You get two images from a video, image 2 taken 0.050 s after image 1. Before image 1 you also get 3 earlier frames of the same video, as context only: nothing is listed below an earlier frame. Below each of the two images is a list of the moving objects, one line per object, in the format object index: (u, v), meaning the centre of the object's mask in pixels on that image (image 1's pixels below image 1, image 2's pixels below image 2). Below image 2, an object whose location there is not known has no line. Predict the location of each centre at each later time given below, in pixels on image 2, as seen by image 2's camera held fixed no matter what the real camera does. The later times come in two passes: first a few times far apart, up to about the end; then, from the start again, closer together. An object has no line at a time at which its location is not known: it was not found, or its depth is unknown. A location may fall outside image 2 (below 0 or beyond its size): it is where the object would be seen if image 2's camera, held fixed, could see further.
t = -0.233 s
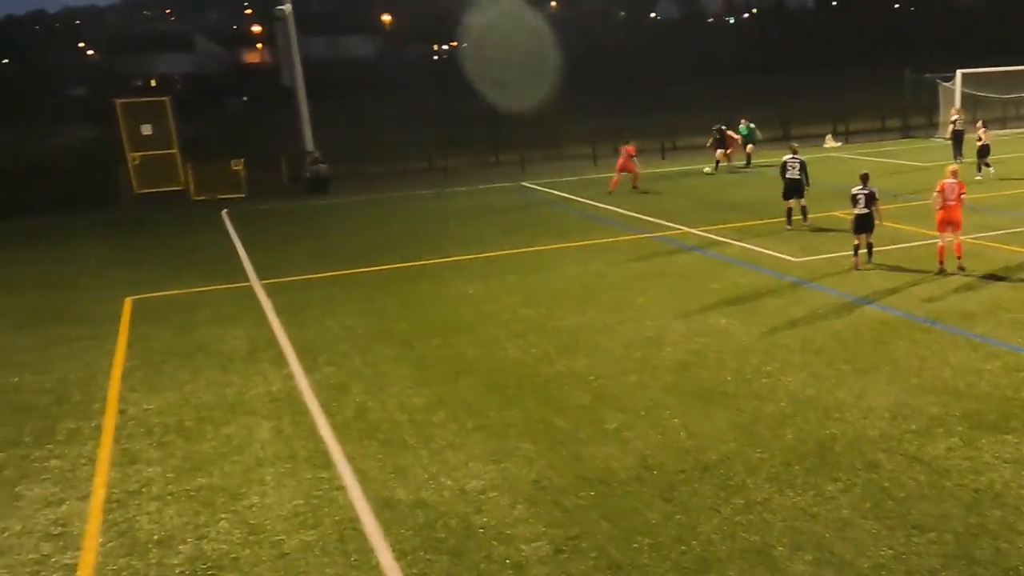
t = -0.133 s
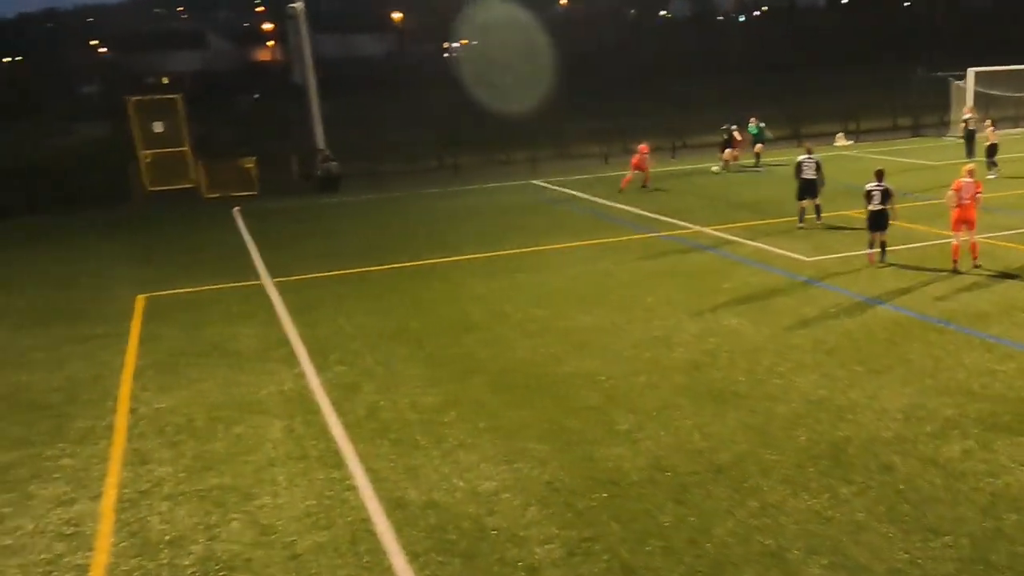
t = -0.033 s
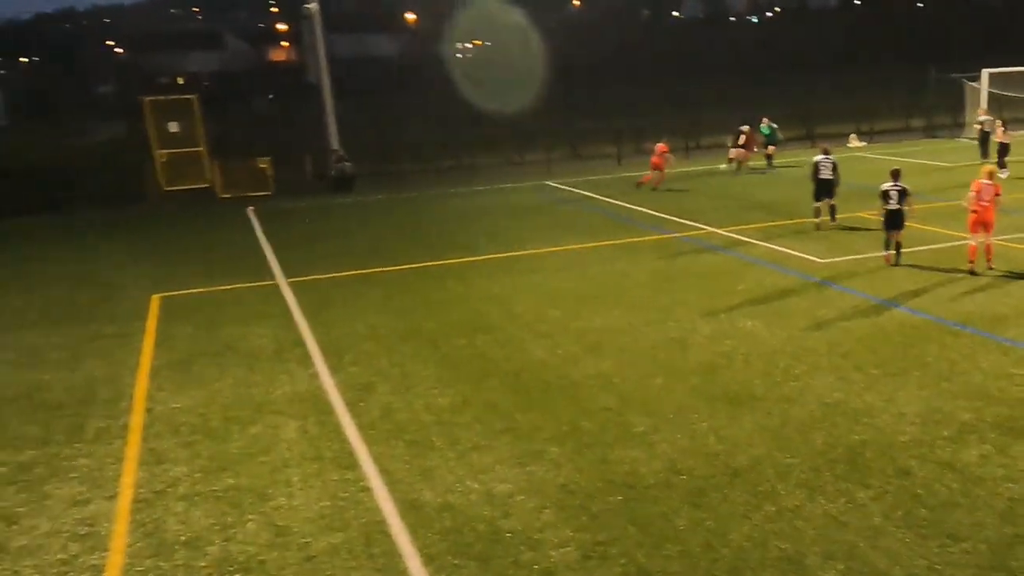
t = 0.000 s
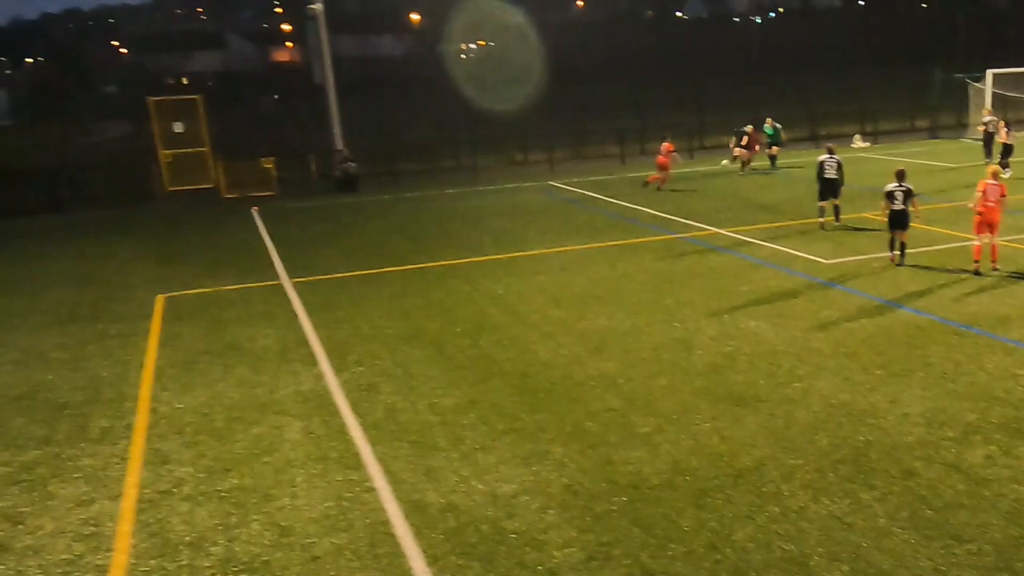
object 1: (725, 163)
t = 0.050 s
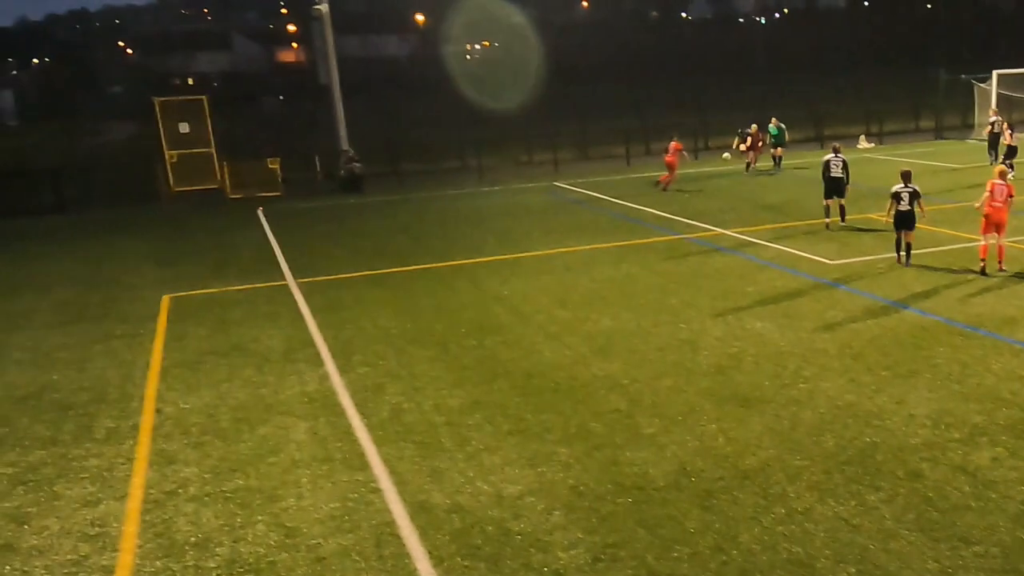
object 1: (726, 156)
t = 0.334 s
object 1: (701, 118)
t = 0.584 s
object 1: (684, 92)
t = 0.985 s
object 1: (665, 88)
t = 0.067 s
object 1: (725, 154)
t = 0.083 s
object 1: (723, 152)
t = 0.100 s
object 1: (722, 149)
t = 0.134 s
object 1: (719, 144)
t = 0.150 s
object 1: (717, 142)
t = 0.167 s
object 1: (716, 139)
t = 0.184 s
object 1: (715, 138)
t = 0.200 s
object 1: (713, 135)
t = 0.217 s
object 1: (711, 133)
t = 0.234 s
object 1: (709, 130)
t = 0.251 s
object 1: (708, 129)
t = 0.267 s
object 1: (707, 127)
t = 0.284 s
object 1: (705, 124)
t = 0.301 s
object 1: (704, 122)
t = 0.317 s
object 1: (702, 120)
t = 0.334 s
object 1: (701, 118)
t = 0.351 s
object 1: (700, 115)
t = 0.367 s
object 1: (698, 114)
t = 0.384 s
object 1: (697, 112)
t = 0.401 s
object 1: (696, 110)
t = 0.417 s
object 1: (694, 108)
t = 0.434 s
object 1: (694, 106)
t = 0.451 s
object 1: (694, 104)
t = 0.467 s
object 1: (691, 103)
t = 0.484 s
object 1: (691, 101)
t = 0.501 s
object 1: (689, 100)
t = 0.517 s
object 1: (688, 98)
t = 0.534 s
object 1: (687, 97)
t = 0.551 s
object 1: (686, 95)
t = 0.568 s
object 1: (686, 93)
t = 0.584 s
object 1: (684, 92)
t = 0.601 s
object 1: (683, 91)
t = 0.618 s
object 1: (682, 90)
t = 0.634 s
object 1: (680, 89)
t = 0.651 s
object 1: (679, 88)
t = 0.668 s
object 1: (678, 87)
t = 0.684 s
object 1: (676, 86)
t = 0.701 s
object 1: (675, 85)
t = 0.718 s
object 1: (674, 84)
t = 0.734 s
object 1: (673, 84)
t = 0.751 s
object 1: (672, 83)
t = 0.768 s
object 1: (670, 83)
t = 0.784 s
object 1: (669, 83)
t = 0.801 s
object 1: (668, 83)
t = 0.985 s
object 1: (665, 88)
